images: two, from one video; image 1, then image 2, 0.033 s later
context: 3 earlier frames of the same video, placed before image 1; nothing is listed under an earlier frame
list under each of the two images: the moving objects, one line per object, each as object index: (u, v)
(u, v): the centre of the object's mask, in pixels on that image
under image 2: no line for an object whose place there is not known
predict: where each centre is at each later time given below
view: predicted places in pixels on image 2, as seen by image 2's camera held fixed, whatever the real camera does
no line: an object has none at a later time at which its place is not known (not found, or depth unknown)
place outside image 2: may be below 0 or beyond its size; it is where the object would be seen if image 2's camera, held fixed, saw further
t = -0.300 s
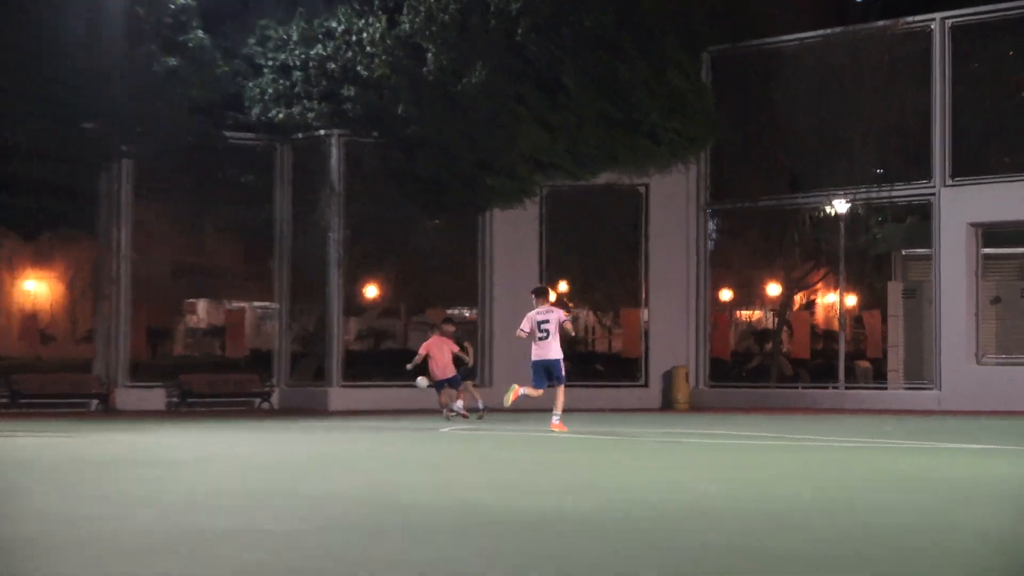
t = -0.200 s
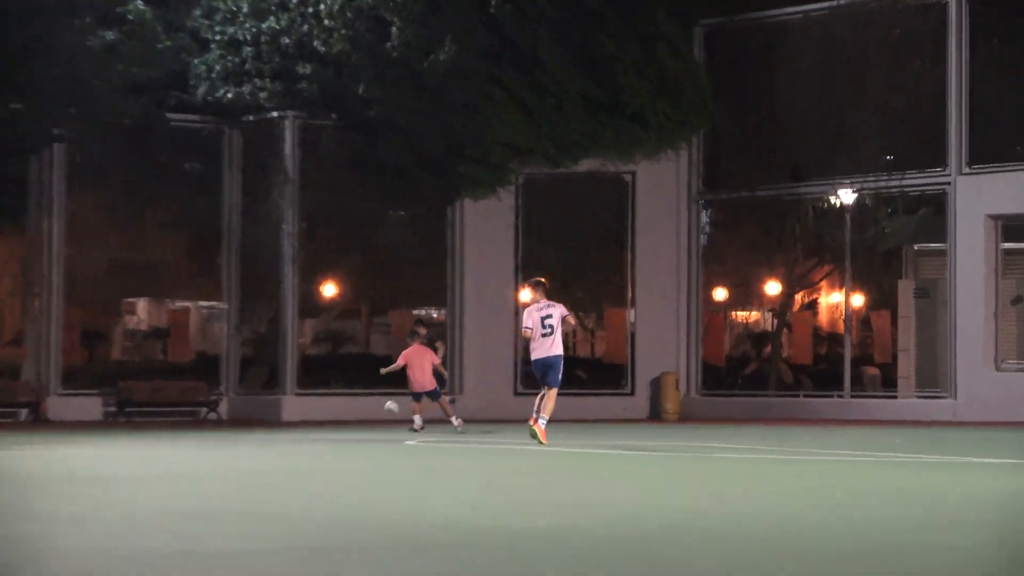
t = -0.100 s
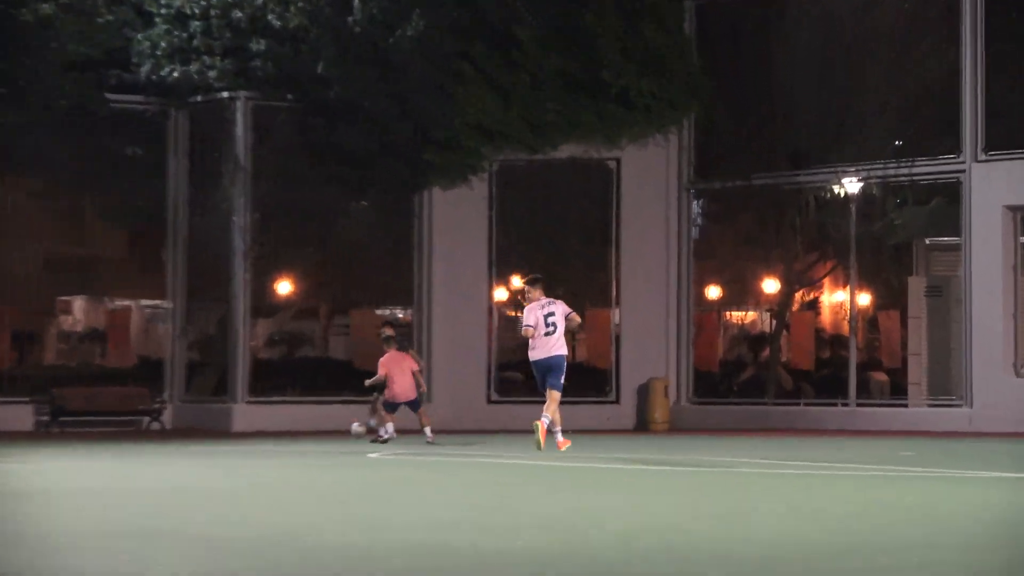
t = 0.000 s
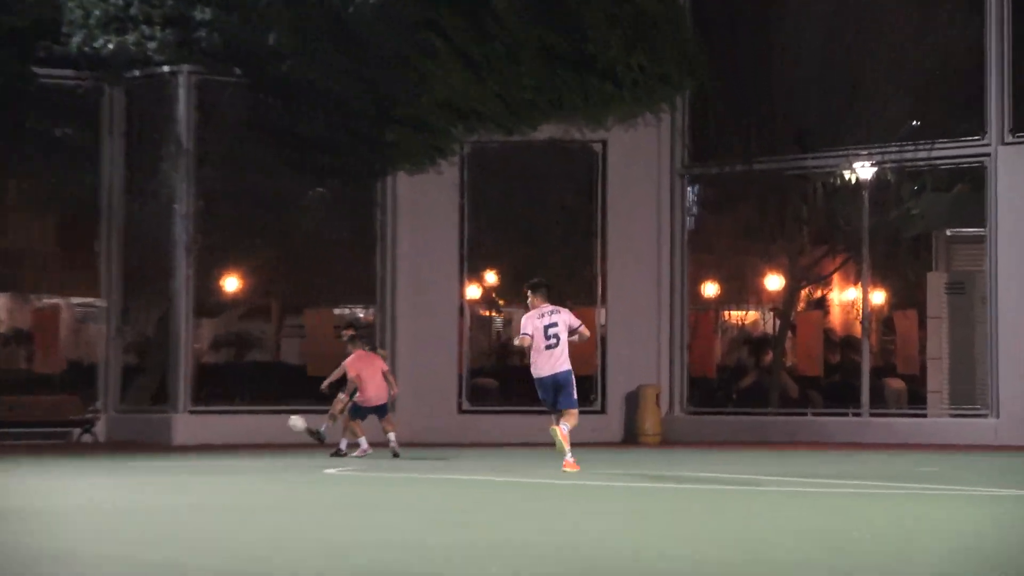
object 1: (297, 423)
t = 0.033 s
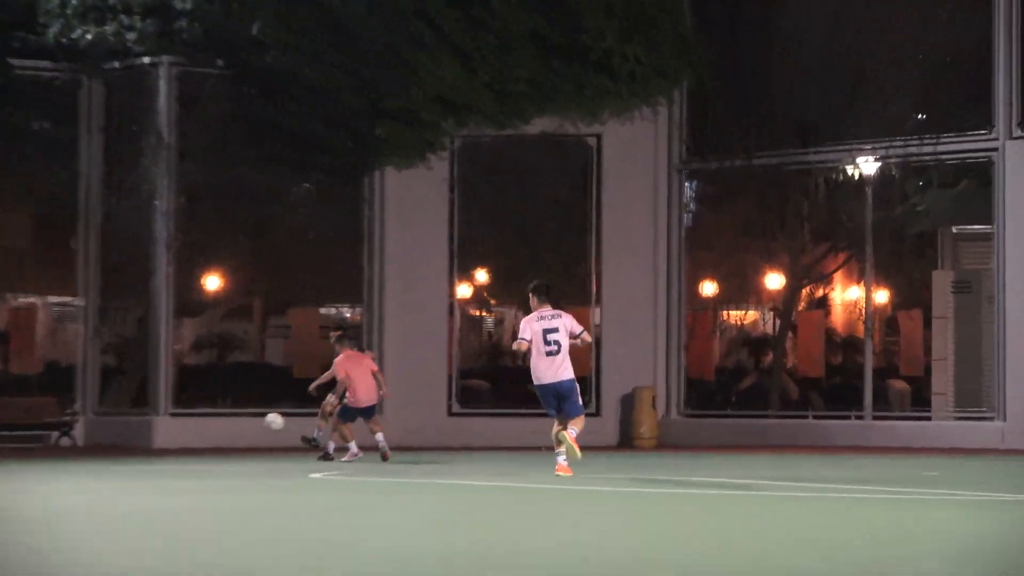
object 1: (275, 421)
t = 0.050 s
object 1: (271, 419)
